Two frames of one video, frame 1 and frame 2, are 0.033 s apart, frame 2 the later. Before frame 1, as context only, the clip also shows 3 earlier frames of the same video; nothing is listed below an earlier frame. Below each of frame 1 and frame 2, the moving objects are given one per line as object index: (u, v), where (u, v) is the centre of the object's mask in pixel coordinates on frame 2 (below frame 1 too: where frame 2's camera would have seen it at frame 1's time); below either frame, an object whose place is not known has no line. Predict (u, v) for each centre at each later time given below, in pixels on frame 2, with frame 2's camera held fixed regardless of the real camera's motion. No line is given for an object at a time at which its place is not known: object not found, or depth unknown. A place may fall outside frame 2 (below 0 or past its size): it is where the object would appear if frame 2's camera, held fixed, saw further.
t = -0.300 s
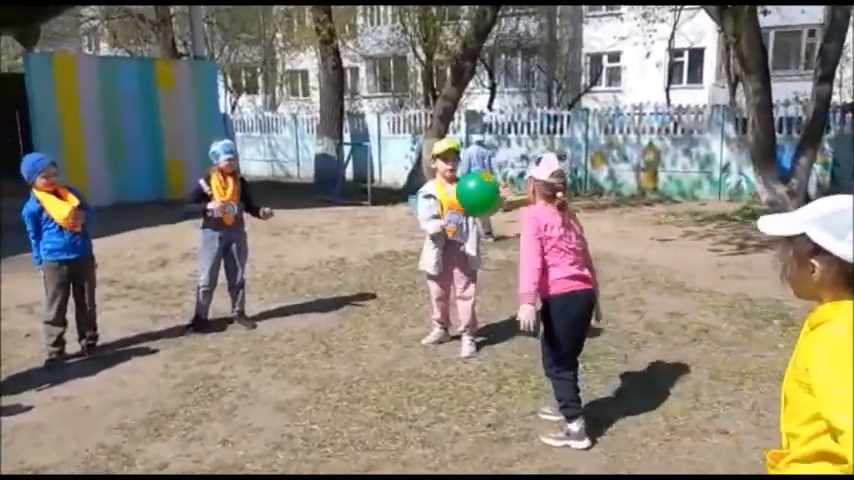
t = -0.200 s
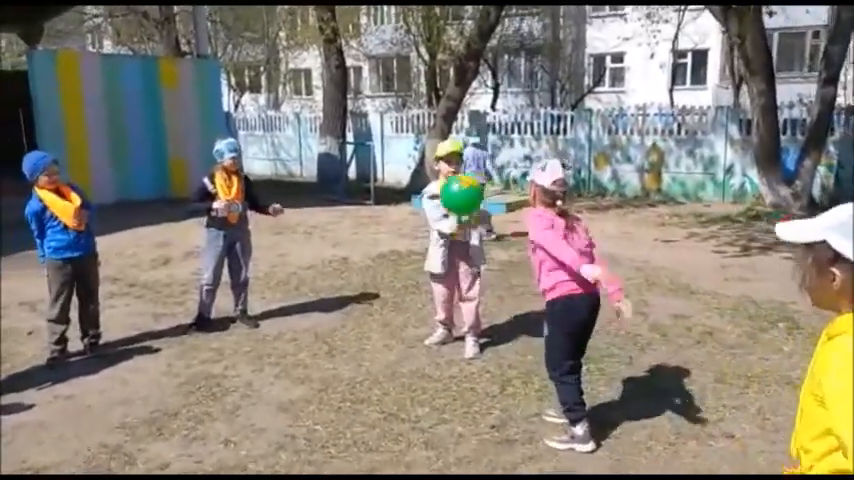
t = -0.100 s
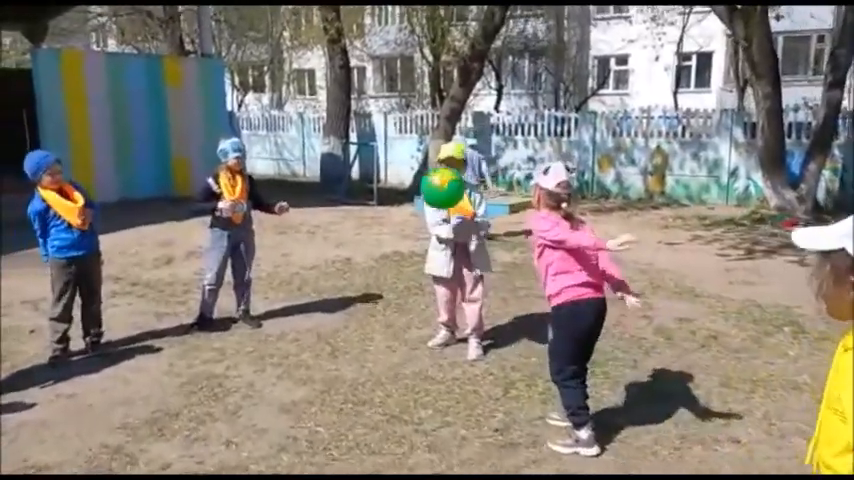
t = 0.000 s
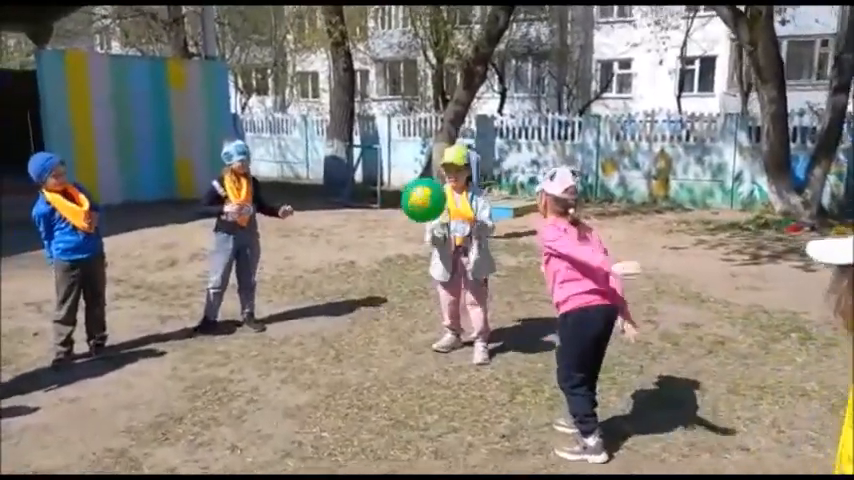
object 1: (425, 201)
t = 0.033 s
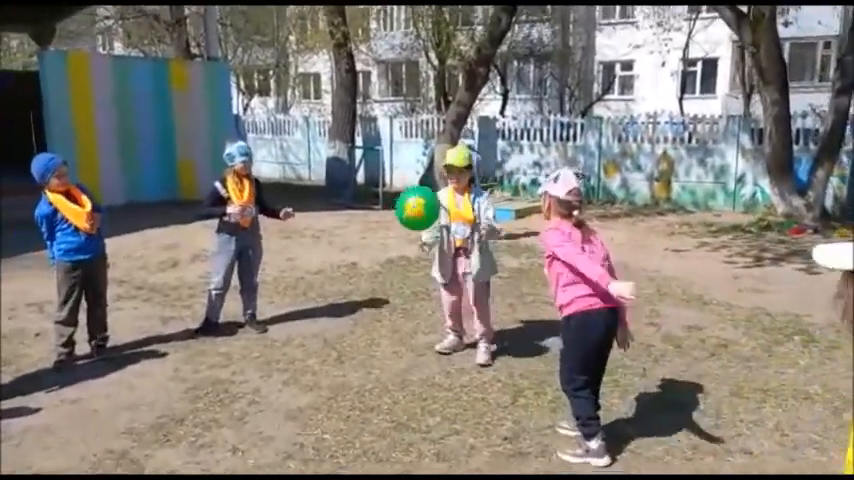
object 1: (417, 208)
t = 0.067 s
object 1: (410, 216)
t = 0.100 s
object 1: (402, 227)
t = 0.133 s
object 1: (394, 238)
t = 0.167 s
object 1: (386, 253)
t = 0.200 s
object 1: (378, 269)
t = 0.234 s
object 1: (370, 286)
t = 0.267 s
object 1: (364, 305)
